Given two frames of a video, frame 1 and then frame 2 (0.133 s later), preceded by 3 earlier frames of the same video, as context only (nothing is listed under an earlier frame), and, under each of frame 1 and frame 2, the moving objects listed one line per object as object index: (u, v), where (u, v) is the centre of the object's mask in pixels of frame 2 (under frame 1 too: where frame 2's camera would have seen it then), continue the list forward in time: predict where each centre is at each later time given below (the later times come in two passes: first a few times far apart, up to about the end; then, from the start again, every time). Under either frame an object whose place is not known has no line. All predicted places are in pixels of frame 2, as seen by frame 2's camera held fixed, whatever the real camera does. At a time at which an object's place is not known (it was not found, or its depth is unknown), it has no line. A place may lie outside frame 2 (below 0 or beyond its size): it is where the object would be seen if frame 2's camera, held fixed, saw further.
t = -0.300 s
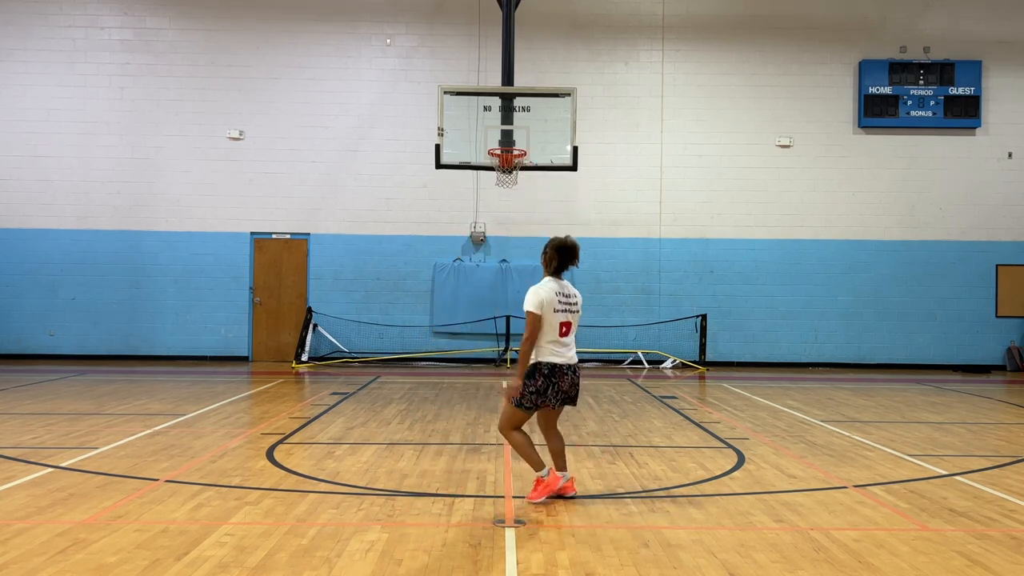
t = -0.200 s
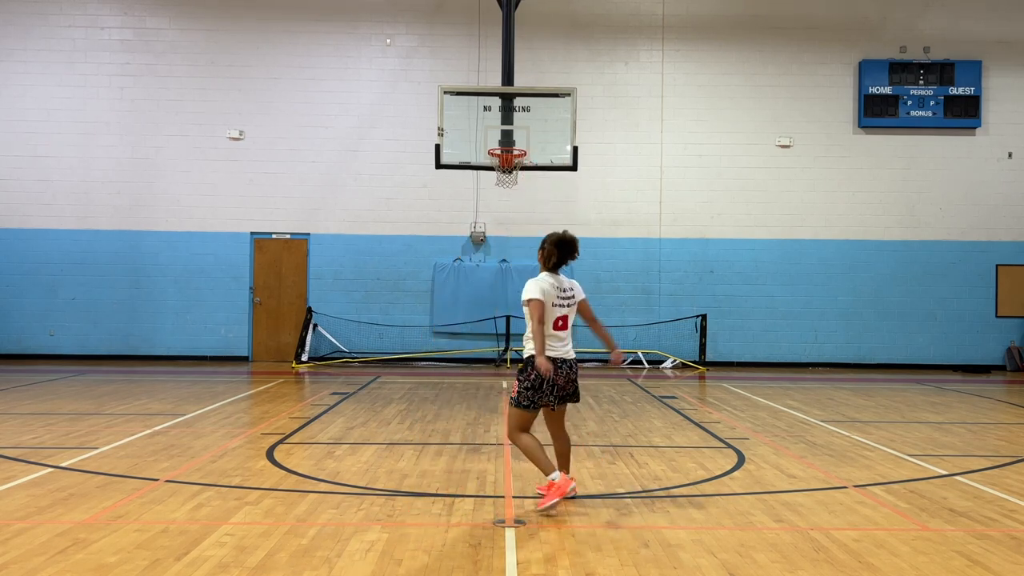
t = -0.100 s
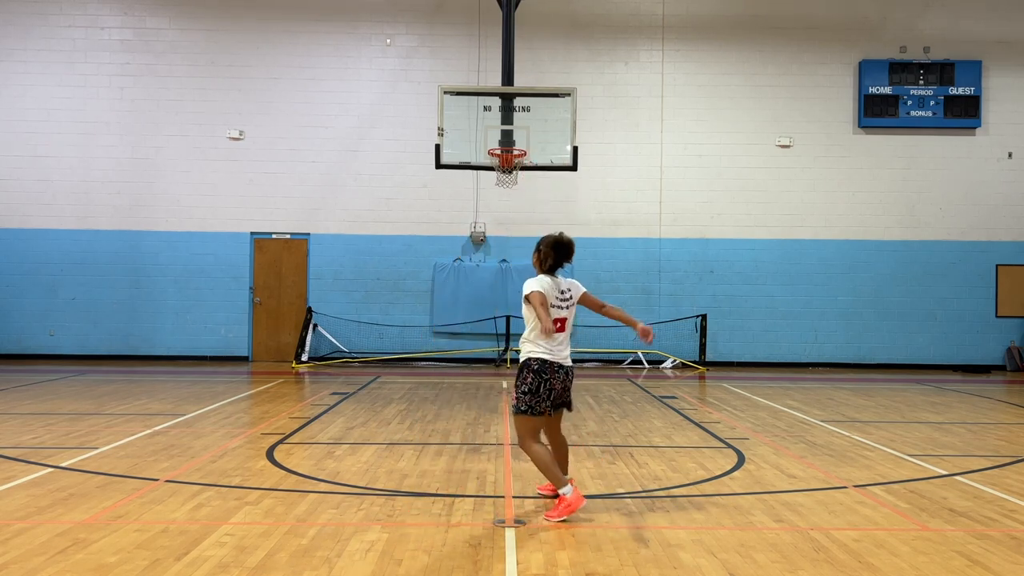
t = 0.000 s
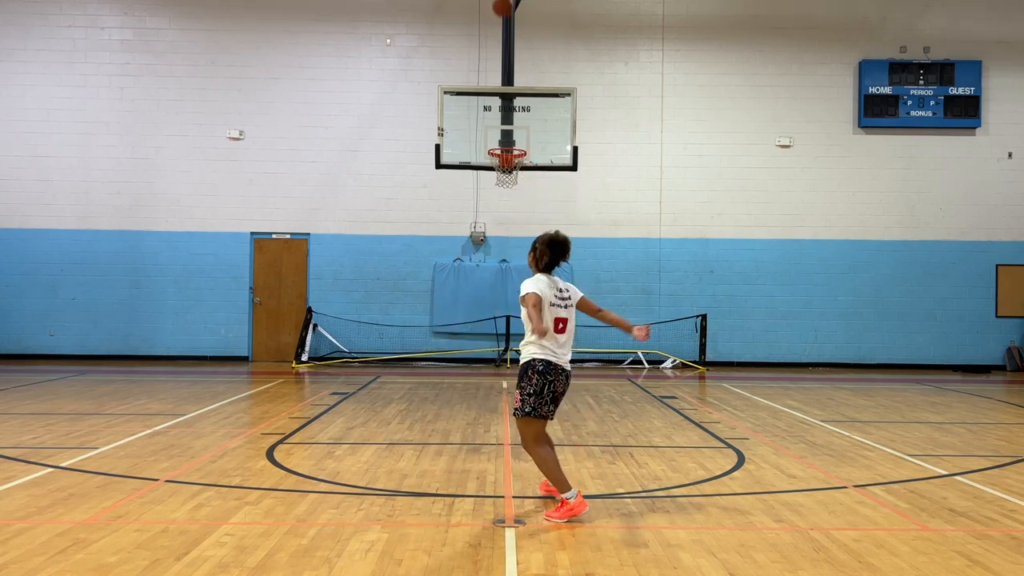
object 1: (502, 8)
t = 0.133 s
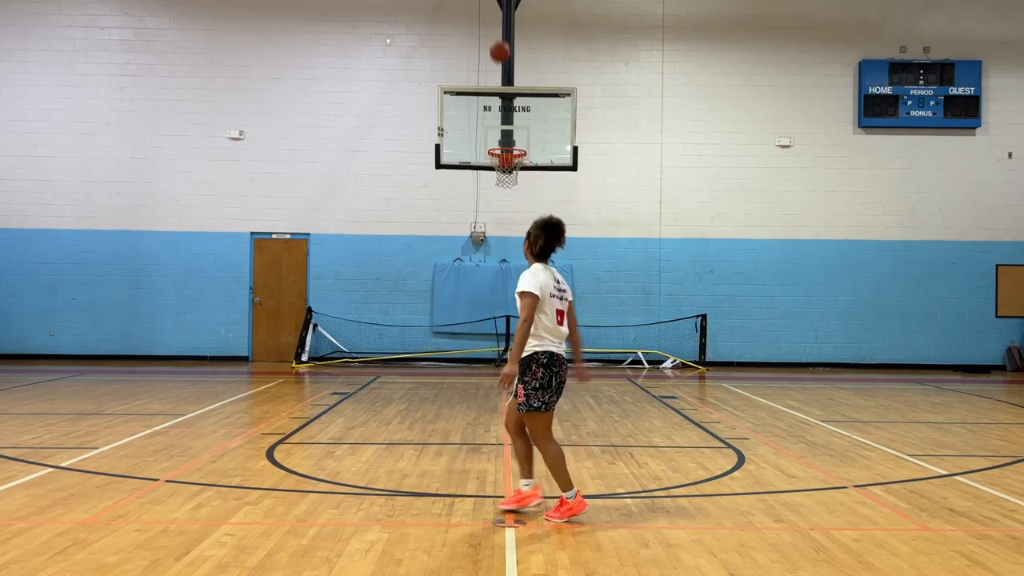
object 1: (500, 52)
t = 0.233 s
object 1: (497, 93)
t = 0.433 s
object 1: (507, 142)
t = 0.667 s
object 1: (531, 121)
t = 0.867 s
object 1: (551, 127)
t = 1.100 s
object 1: (574, 175)
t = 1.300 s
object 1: (596, 253)
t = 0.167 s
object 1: (499, 65)
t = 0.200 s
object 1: (498, 78)
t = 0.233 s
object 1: (497, 93)
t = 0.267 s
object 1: (497, 107)
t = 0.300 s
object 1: (496, 122)
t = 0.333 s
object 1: (495, 137)
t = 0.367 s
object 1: (498, 142)
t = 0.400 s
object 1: (503, 142)
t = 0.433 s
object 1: (507, 142)
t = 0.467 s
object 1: (511, 142)
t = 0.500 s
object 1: (516, 138)
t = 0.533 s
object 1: (518, 134)
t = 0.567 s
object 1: (522, 129)
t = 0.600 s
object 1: (524, 126)
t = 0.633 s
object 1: (528, 123)
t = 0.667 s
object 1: (531, 121)
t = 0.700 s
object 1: (534, 120)
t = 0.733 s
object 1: (538, 120)
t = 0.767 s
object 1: (541, 120)
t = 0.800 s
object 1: (544, 122)
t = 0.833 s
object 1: (547, 124)
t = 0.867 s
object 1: (551, 127)
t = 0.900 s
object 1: (554, 131)
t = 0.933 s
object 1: (557, 136)
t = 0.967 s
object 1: (560, 141)
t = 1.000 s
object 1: (564, 148)
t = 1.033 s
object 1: (567, 157)
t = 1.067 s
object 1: (571, 165)
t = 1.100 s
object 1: (574, 175)
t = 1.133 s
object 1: (578, 185)
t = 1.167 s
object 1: (581, 196)
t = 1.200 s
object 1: (585, 209)
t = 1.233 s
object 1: (588, 222)
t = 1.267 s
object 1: (592, 237)
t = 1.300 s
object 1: (596, 253)
